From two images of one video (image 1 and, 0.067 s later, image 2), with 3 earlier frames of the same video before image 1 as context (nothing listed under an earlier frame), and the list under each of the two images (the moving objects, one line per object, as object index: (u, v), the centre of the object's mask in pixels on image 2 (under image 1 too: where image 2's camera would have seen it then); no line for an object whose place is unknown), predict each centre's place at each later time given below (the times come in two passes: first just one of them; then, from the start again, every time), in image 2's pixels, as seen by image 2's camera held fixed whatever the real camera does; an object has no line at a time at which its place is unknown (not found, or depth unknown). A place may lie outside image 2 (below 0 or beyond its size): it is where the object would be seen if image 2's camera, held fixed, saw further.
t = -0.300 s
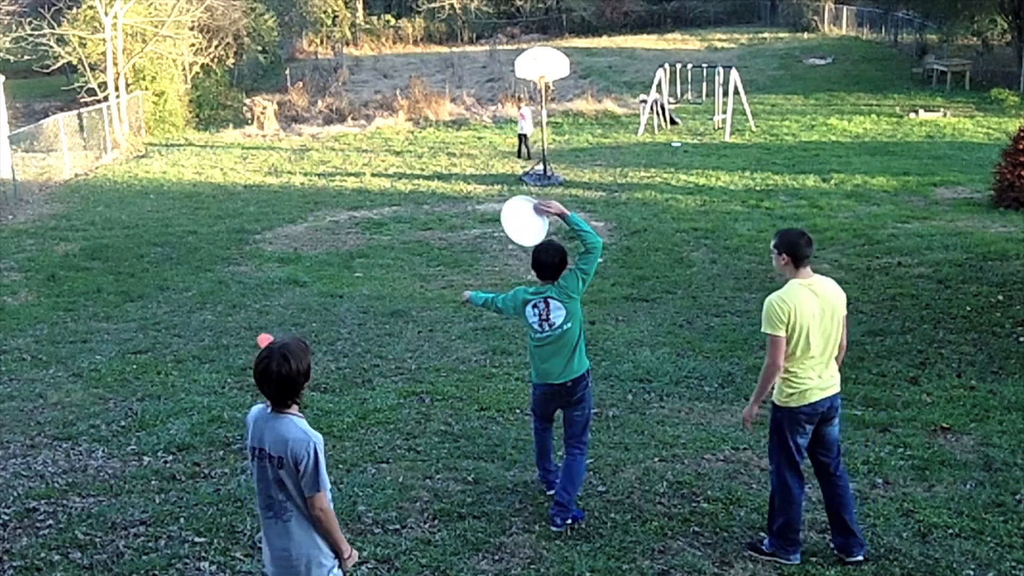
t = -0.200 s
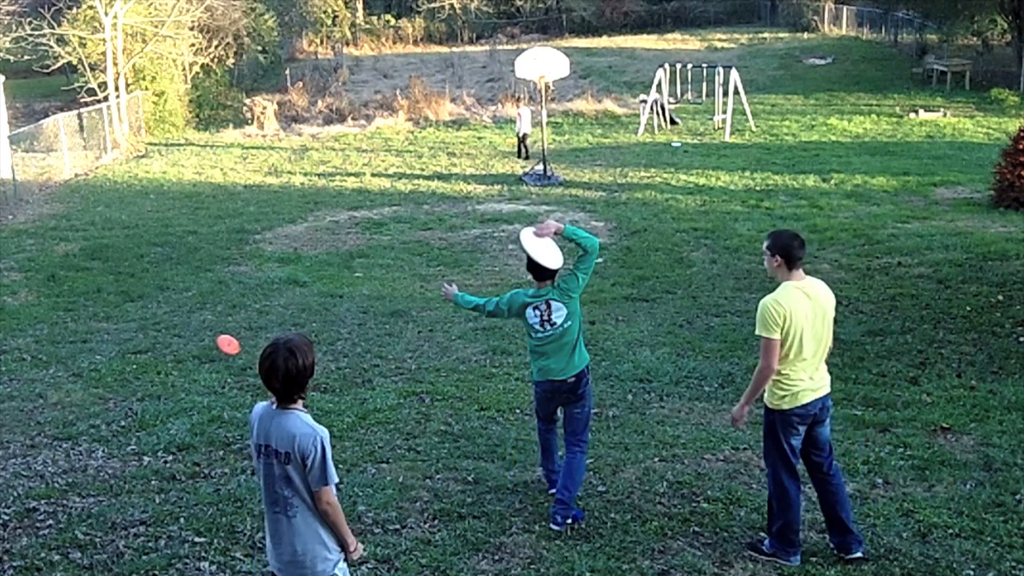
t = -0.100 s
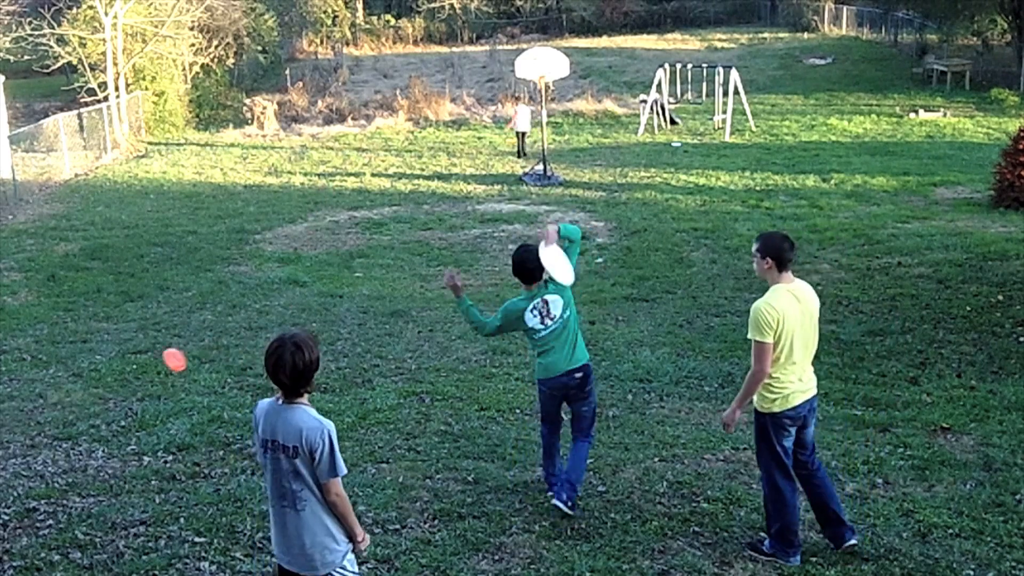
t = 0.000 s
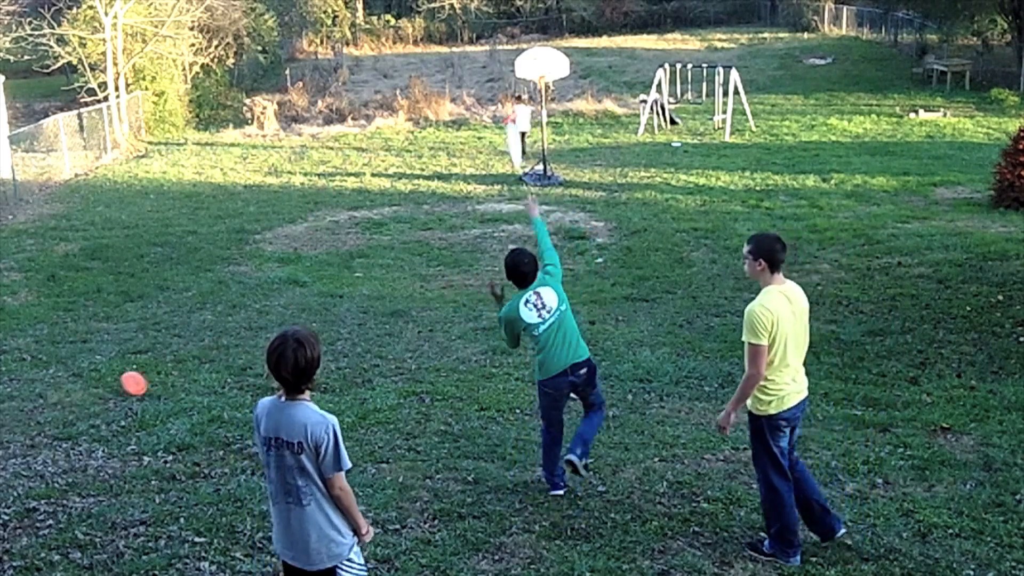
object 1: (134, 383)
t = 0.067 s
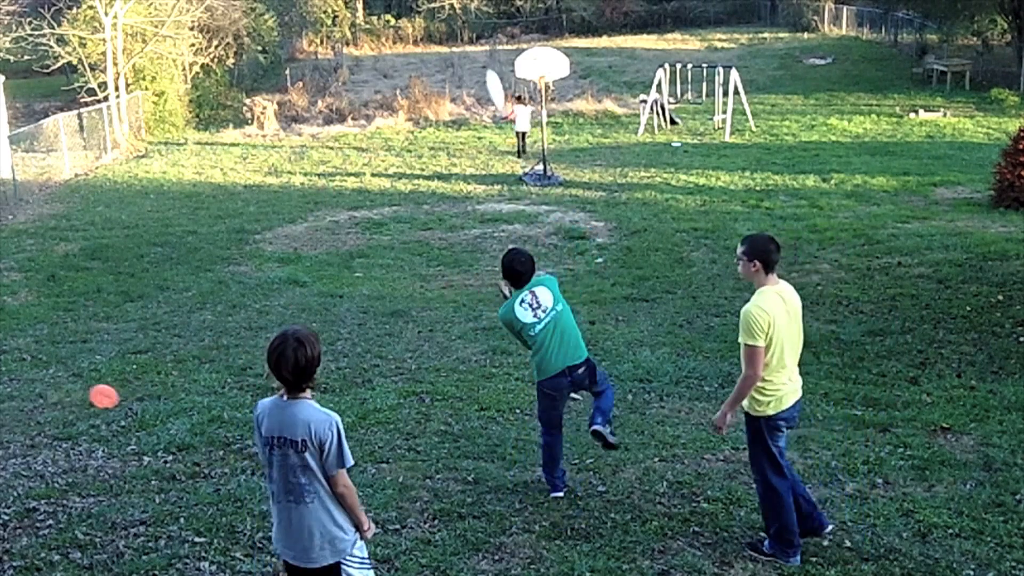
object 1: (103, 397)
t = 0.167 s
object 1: (46, 394)
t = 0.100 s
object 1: (84, 395)
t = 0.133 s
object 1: (66, 395)
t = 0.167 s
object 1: (46, 394)
